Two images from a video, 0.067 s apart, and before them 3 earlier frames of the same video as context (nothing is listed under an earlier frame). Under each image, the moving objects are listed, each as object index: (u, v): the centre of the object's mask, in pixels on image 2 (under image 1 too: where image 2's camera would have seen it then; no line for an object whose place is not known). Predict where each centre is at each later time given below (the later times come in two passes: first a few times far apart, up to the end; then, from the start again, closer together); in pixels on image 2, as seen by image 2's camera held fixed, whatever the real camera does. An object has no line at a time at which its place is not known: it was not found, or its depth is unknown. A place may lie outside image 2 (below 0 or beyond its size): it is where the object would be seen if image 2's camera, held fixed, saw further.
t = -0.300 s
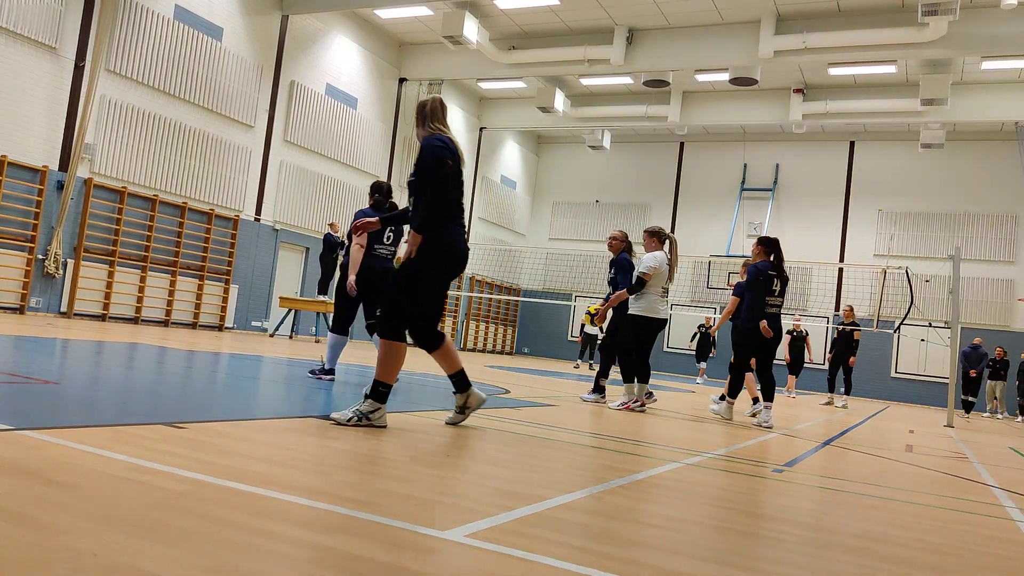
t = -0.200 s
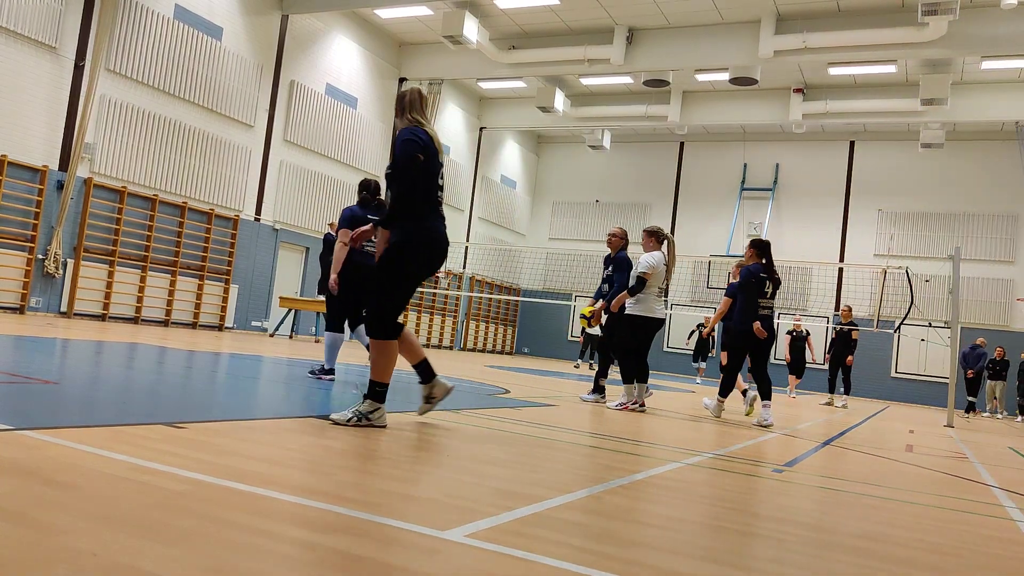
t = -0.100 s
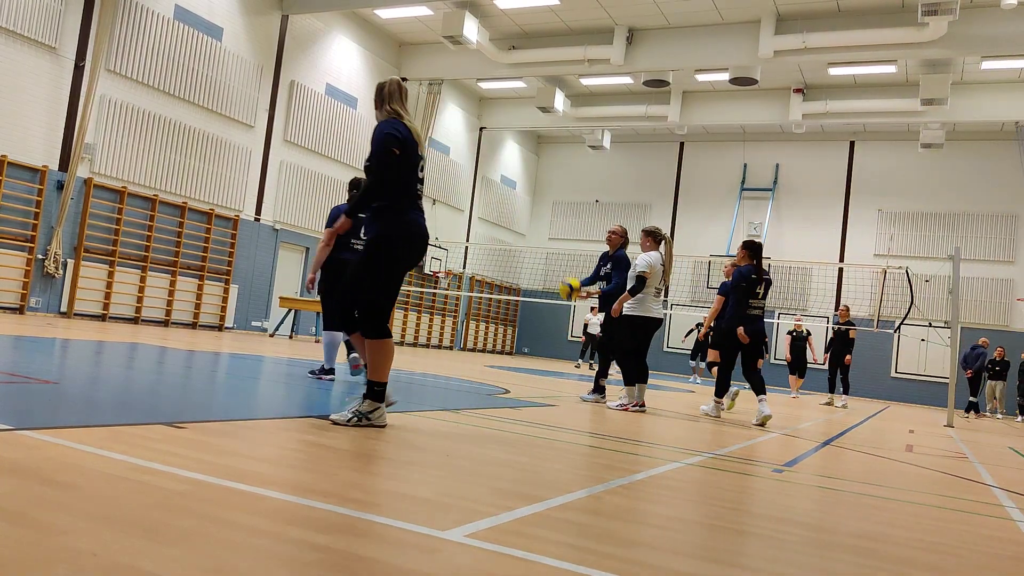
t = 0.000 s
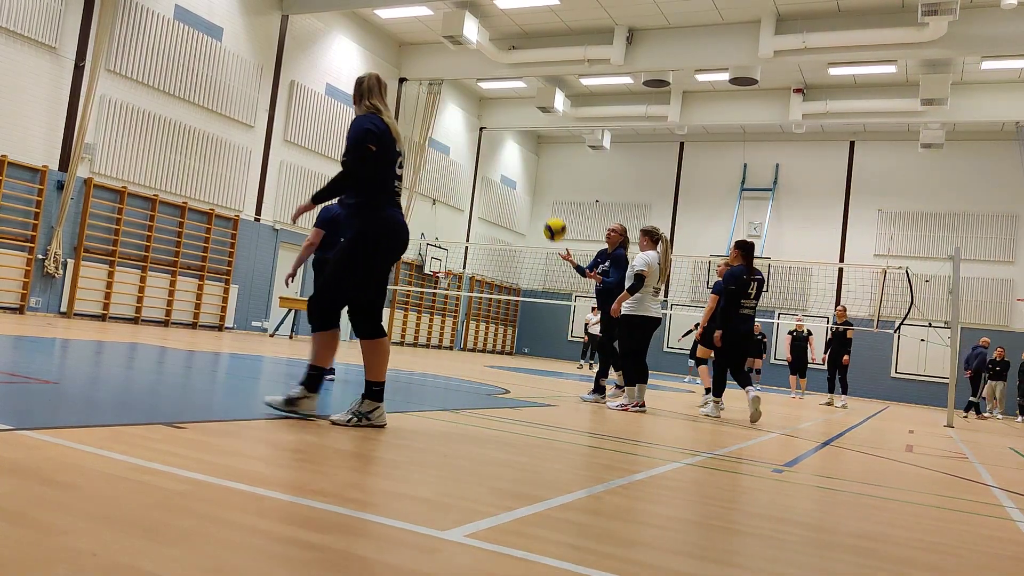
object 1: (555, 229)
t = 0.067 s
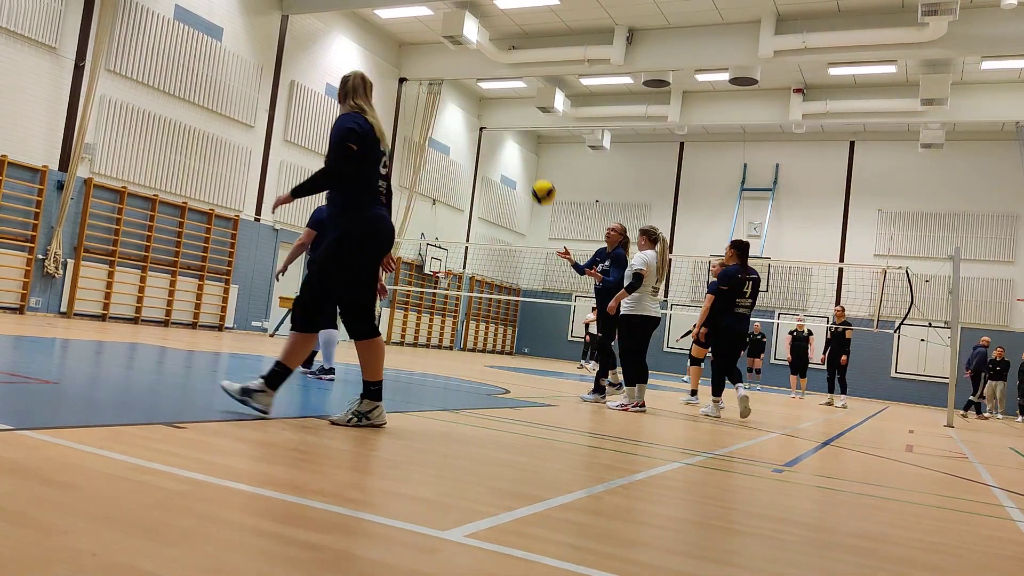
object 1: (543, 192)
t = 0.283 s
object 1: (495, 92)
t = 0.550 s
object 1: (406, 28)
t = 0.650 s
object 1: (360, 26)
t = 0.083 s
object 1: (540, 183)
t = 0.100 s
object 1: (537, 175)
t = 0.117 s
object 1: (534, 166)
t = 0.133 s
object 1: (530, 158)
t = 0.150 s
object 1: (527, 150)
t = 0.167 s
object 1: (524, 142)
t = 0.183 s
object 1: (520, 135)
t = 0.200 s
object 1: (516, 128)
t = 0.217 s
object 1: (512, 120)
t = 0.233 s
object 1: (508, 112)
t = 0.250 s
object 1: (503, 106)
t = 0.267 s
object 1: (499, 100)
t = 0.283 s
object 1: (495, 92)
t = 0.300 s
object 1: (490, 86)
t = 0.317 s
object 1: (486, 80)
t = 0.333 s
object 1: (481, 74)
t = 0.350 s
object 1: (476, 69)
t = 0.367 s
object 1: (471, 64)
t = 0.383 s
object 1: (466, 58)
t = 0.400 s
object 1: (461, 54)
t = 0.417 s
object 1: (455, 49)
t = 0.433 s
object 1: (450, 46)
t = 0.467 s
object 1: (438, 39)
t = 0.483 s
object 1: (432, 36)
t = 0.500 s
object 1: (426, 34)
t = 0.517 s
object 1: (419, 32)
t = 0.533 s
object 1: (413, 30)
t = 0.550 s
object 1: (406, 28)
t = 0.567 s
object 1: (399, 27)
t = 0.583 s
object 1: (392, 26)
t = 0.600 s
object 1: (384, 25)
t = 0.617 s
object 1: (376, 25)
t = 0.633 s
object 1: (368, 26)
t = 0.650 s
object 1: (360, 26)
